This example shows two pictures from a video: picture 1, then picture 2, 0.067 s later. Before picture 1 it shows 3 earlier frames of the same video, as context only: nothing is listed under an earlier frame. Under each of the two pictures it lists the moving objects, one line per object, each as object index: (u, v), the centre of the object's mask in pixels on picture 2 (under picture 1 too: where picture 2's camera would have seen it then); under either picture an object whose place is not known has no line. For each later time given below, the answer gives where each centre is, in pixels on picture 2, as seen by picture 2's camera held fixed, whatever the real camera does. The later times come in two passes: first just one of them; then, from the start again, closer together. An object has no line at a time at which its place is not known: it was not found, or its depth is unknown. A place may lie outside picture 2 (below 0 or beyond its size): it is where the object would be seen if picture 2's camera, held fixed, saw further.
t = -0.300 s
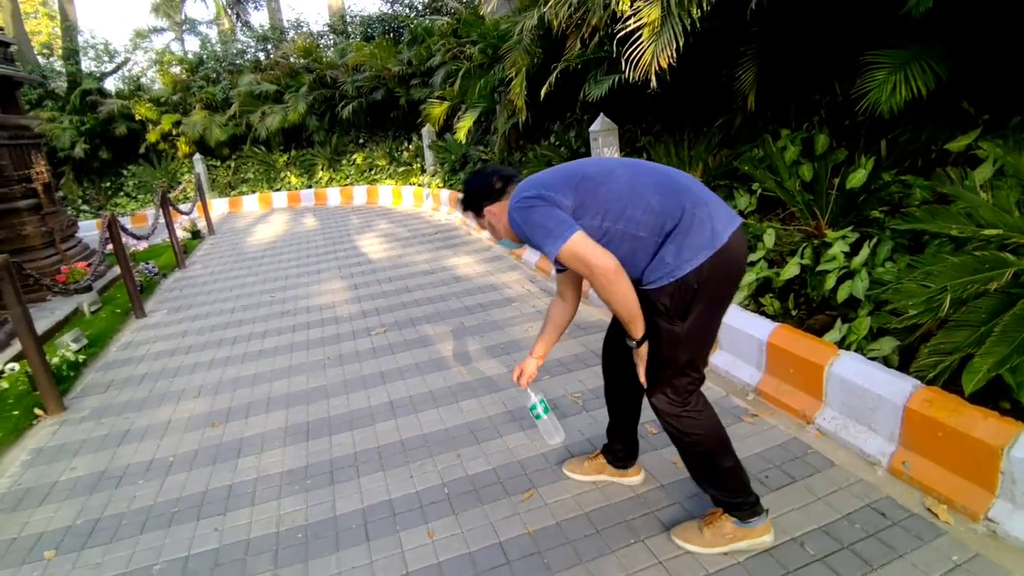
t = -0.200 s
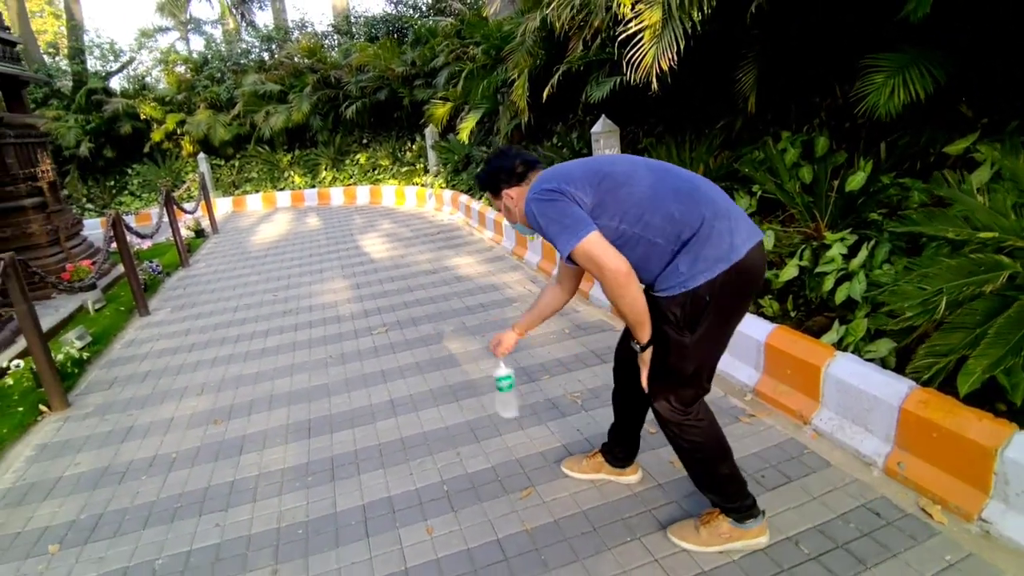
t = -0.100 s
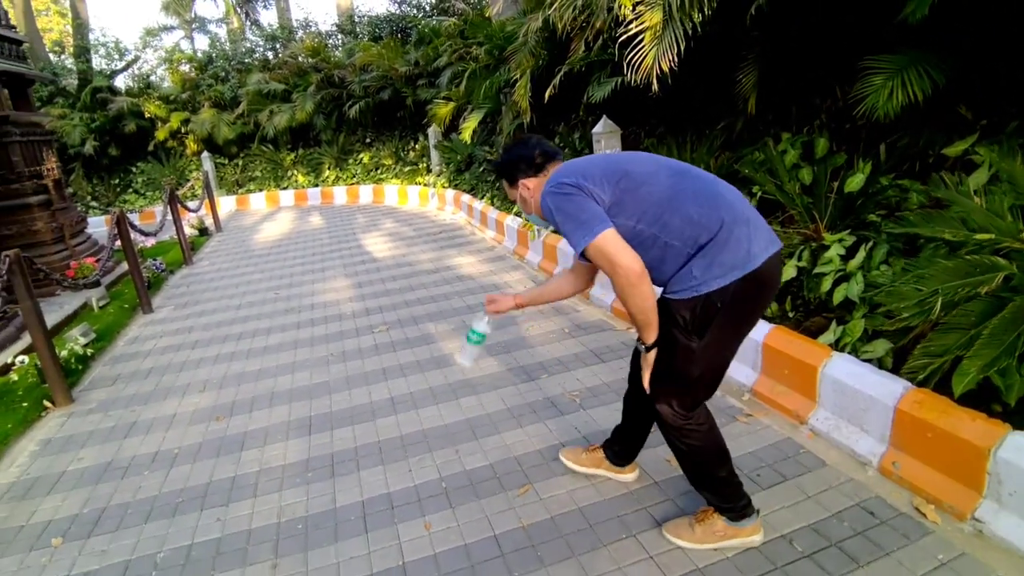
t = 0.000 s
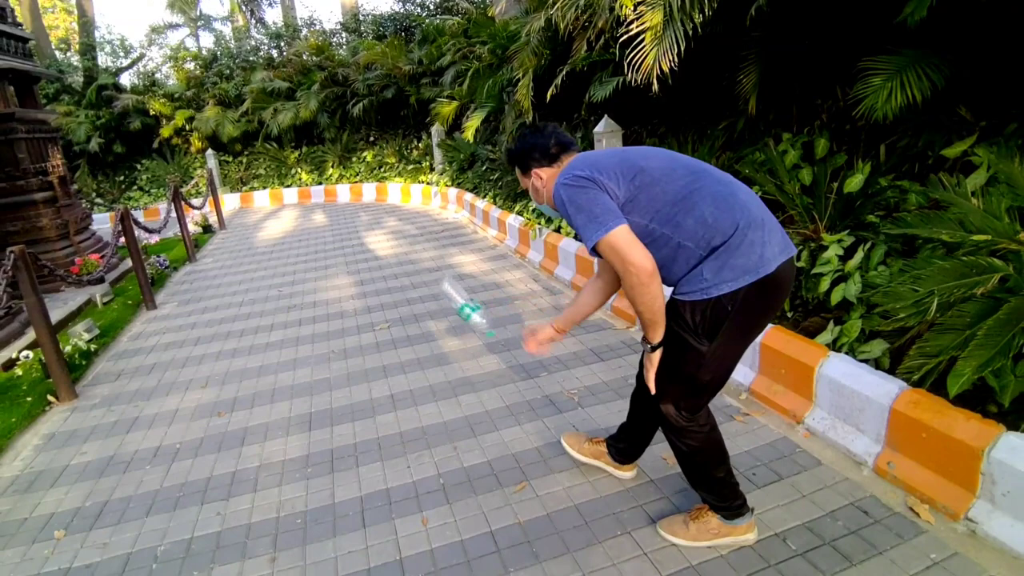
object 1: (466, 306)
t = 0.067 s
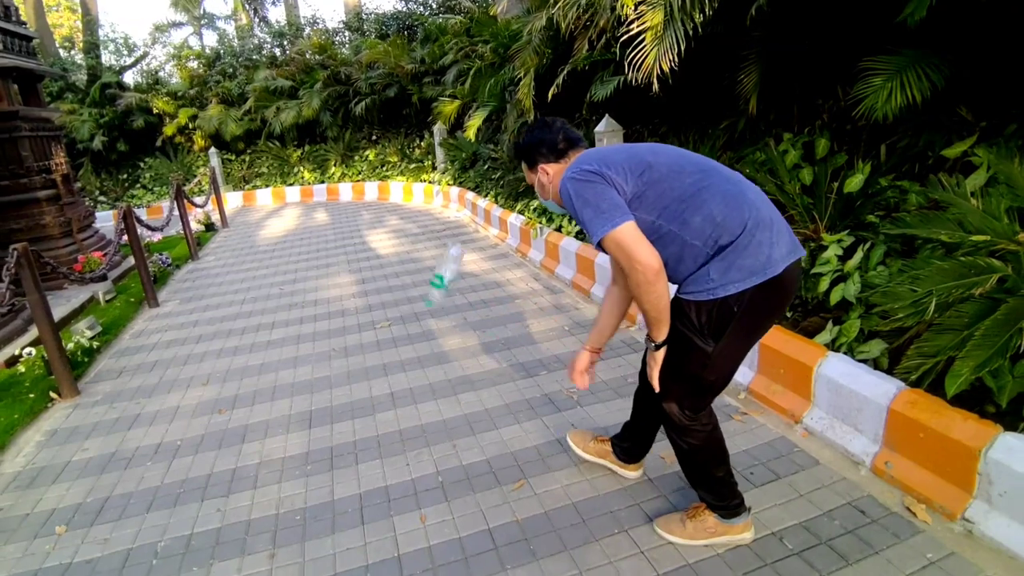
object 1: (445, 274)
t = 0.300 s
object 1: (443, 244)
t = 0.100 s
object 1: (440, 258)
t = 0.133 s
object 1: (438, 247)
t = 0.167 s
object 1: (437, 239)
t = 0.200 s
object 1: (436, 236)
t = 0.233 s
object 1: (437, 235)
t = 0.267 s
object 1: (439, 237)
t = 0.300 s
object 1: (443, 244)
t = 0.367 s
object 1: (446, 254)
